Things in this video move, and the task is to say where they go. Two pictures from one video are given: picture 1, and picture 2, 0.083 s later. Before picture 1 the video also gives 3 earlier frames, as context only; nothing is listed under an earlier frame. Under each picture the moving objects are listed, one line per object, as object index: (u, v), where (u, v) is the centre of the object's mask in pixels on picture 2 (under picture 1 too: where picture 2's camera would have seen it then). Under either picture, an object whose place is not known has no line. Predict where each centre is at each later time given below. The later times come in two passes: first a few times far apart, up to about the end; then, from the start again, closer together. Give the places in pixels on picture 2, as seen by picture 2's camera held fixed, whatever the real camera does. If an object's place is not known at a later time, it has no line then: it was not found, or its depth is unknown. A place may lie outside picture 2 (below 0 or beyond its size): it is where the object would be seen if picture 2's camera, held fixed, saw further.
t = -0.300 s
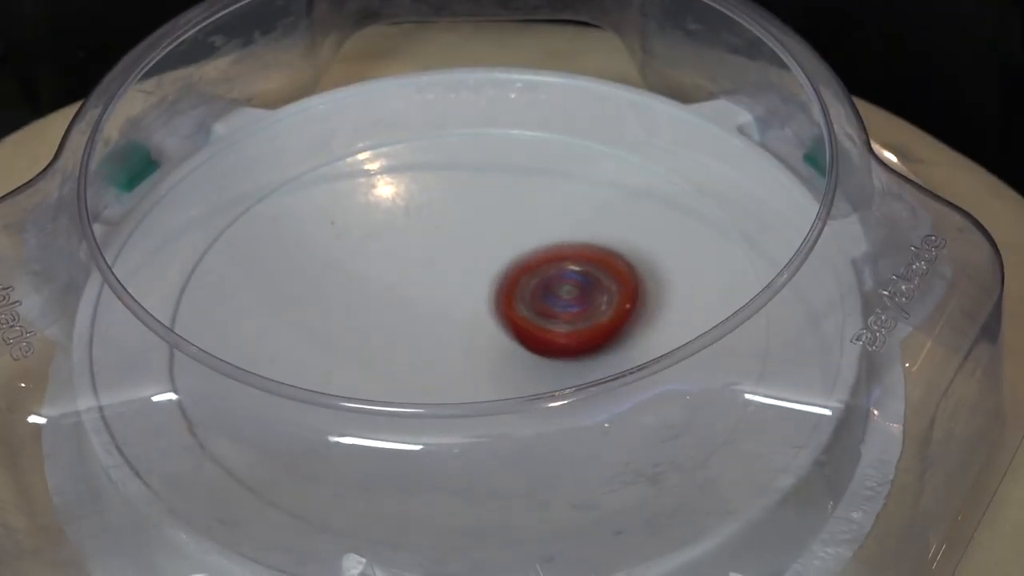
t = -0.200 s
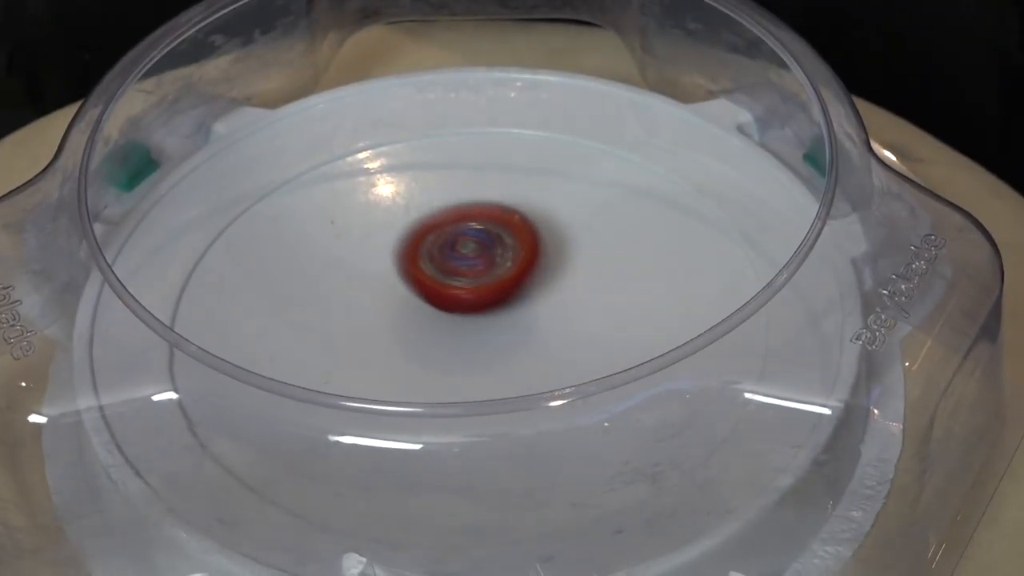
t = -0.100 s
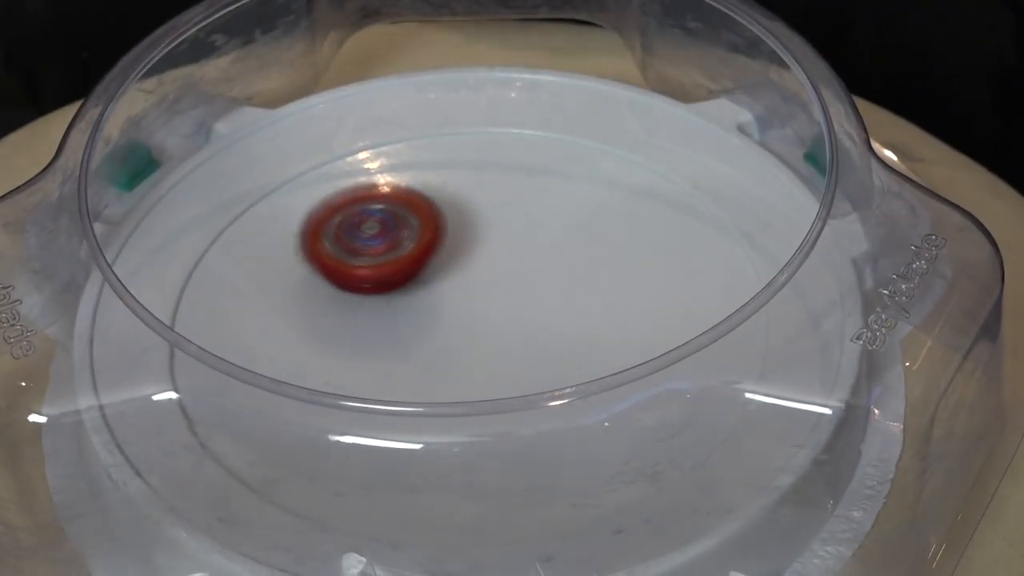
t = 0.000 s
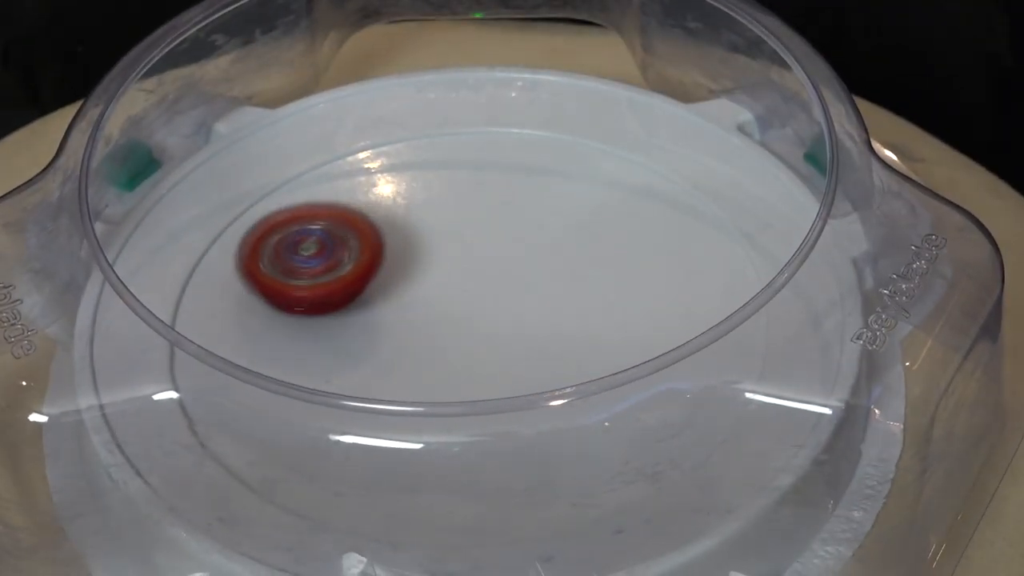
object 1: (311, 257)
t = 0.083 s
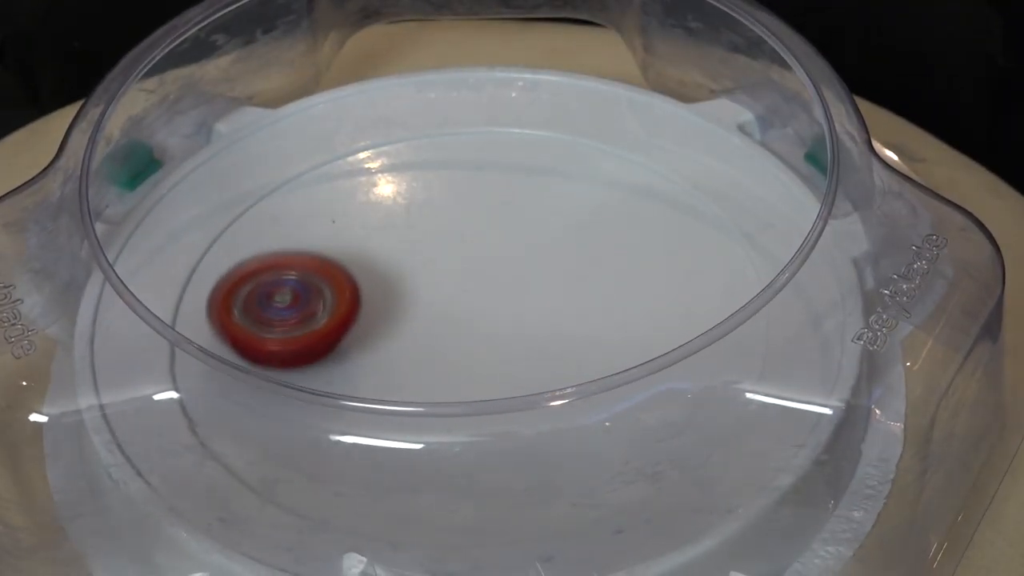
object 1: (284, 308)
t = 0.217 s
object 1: (356, 412)
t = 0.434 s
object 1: (652, 383)
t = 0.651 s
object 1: (628, 158)
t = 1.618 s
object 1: (538, 99)
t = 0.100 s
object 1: (285, 318)
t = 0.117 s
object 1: (290, 329)
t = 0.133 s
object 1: (298, 338)
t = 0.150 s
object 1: (308, 346)
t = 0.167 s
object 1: (312, 368)
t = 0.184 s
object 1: (323, 383)
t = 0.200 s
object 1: (339, 395)
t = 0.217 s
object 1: (356, 412)
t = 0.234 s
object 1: (378, 421)
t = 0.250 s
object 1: (401, 430)
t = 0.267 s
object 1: (427, 437)
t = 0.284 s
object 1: (454, 441)
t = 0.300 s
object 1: (481, 453)
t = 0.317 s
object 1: (508, 452)
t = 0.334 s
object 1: (533, 449)
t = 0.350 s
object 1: (559, 445)
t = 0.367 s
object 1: (582, 437)
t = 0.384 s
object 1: (599, 419)
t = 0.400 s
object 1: (619, 412)
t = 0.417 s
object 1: (636, 398)
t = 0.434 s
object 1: (652, 383)
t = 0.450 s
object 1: (667, 368)
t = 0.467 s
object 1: (675, 349)
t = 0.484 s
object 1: (683, 331)
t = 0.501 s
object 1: (688, 313)
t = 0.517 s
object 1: (687, 290)
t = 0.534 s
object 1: (693, 275)
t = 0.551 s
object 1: (693, 259)
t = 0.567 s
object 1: (688, 240)
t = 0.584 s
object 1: (681, 222)
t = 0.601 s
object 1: (672, 205)
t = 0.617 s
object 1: (659, 188)
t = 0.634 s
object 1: (645, 173)
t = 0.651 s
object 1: (628, 158)
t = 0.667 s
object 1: (610, 145)
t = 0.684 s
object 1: (590, 132)
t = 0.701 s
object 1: (568, 122)
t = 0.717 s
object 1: (543, 113)
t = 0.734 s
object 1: (519, 106)
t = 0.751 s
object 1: (492, 100)
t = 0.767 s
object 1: (467, 98)
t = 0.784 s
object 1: (439, 98)
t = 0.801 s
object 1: (411, 104)
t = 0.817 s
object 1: (385, 111)
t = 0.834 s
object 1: (358, 119)
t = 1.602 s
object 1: (564, 104)
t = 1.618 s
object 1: (538, 99)
